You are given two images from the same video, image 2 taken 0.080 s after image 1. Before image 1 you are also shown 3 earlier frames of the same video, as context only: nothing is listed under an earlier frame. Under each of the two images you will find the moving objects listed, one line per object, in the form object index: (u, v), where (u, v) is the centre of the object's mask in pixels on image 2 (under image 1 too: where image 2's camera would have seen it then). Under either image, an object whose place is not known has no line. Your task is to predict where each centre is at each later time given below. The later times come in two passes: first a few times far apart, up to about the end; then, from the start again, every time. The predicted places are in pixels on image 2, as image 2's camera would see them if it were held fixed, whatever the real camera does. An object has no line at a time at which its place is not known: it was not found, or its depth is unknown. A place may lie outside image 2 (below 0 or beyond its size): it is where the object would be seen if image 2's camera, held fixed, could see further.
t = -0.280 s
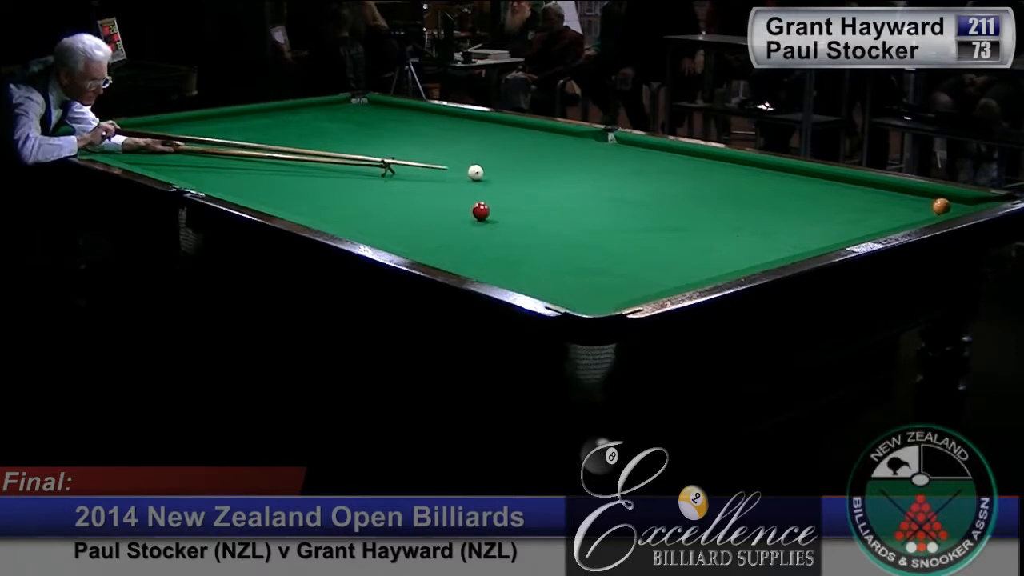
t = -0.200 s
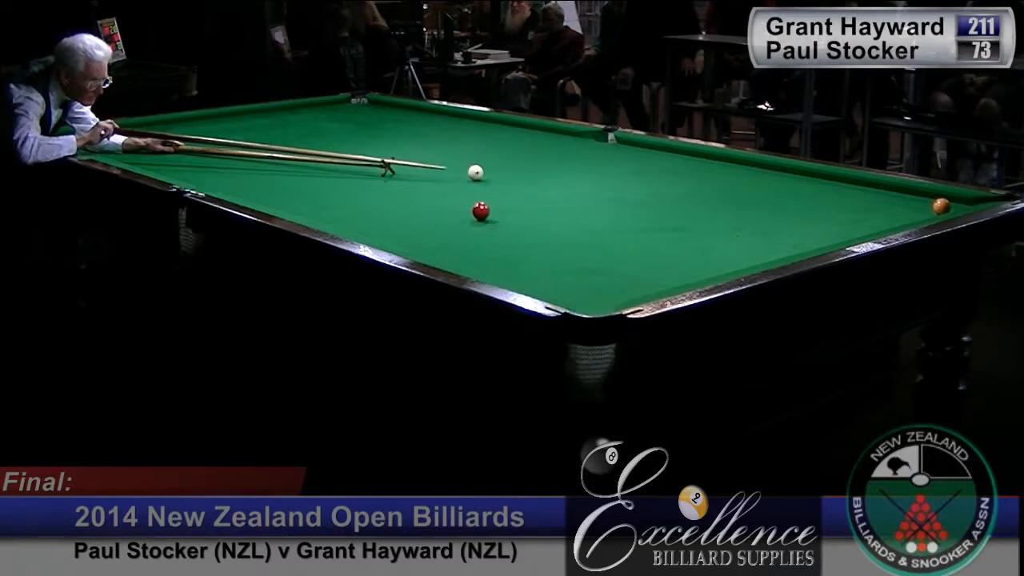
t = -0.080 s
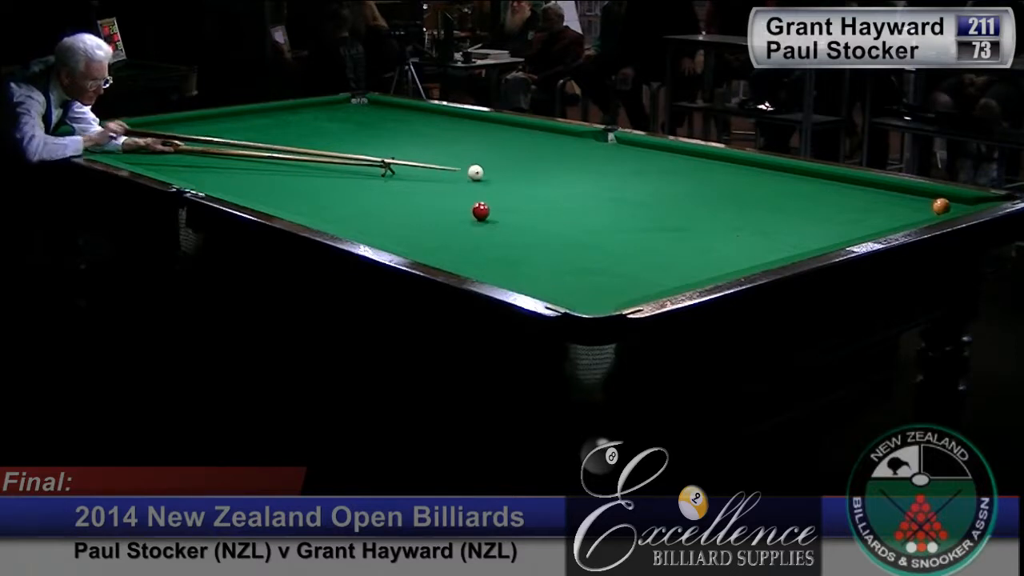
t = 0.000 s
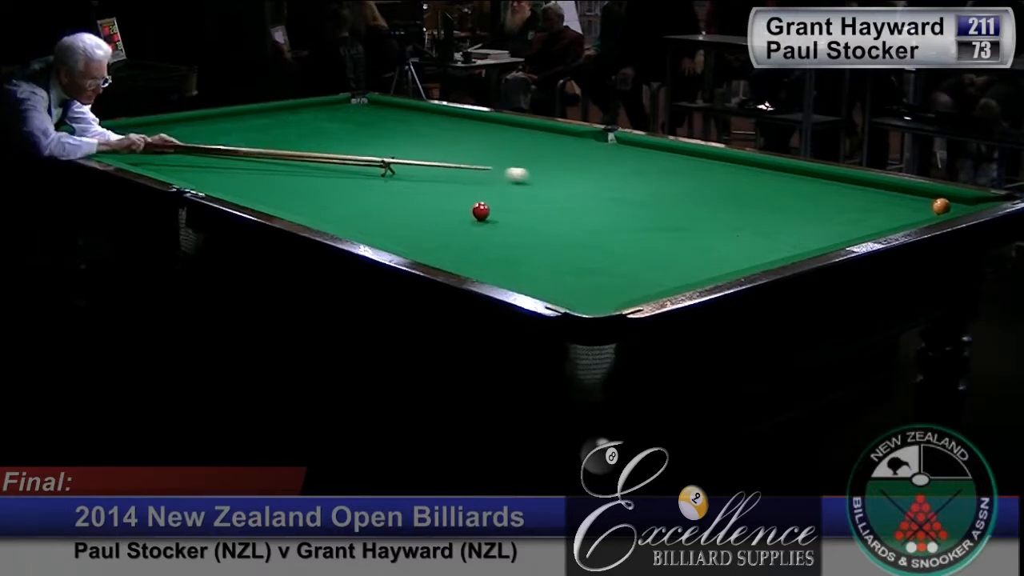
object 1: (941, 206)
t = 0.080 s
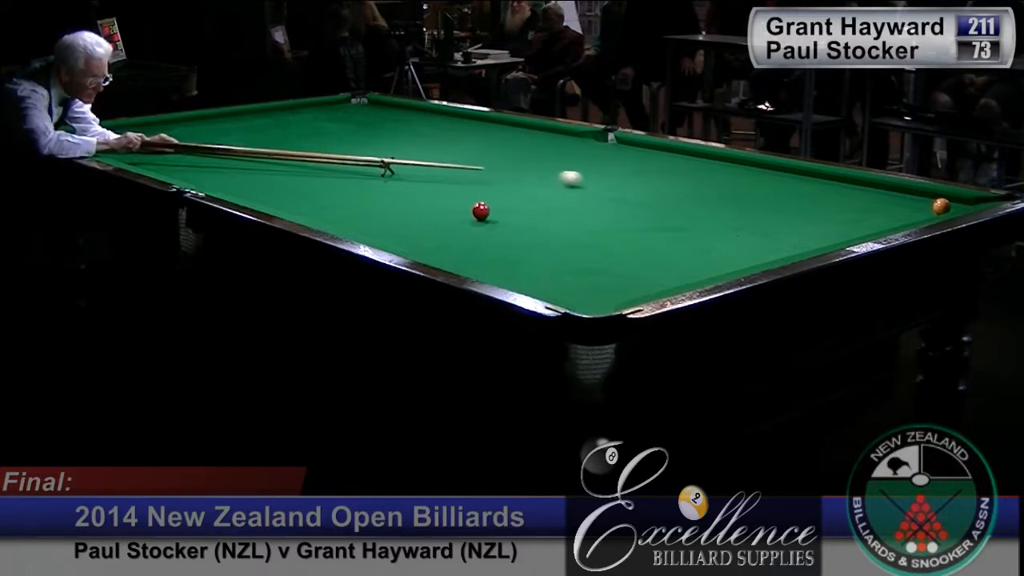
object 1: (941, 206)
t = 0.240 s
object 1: (941, 206)
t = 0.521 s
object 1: (941, 206)
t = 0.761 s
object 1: (941, 208)
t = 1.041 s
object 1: (904, 207)
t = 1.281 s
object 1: (874, 205)
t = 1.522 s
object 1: (847, 202)
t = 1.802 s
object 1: (819, 200)
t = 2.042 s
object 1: (797, 198)
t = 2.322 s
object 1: (773, 196)
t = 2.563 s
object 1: (756, 195)
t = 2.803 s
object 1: (741, 194)
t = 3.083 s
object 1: (726, 193)
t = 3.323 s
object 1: (715, 192)
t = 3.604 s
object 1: (704, 191)
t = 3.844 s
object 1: (698, 190)
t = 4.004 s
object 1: (694, 190)
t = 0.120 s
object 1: (941, 206)
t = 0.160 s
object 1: (941, 206)
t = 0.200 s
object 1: (941, 206)
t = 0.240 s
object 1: (941, 206)
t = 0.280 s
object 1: (941, 206)
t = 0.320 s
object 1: (941, 206)
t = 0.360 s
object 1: (941, 206)
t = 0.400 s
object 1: (941, 206)
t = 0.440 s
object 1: (941, 206)
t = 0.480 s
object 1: (941, 206)
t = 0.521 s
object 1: (941, 206)
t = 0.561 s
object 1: (941, 206)
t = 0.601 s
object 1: (941, 206)
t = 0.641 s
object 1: (943, 207)
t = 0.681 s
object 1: (948, 207)
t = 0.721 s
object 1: (951, 208)
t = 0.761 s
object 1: (941, 208)
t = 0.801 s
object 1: (936, 208)
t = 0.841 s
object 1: (931, 209)
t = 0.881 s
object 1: (925, 209)
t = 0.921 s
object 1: (920, 208)
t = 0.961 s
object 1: (914, 208)
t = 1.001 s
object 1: (909, 208)
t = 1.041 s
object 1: (904, 207)
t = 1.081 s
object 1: (899, 207)
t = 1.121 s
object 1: (894, 206)
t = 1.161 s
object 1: (889, 206)
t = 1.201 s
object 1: (884, 205)
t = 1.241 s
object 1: (879, 205)
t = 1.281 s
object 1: (874, 205)
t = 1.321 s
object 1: (870, 204)
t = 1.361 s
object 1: (865, 204)
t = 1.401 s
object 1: (860, 203)
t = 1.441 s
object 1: (856, 203)
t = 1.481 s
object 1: (852, 203)
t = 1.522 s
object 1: (847, 202)
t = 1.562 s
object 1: (843, 202)
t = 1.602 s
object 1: (839, 202)
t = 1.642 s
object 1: (835, 201)
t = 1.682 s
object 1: (831, 201)
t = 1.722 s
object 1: (827, 201)
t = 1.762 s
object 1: (823, 200)
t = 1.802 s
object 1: (819, 200)
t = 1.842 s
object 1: (815, 200)
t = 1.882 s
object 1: (811, 199)
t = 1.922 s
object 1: (807, 199)
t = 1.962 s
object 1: (804, 199)
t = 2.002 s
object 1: (800, 198)
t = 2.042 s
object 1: (797, 198)
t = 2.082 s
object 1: (793, 198)
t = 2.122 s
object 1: (790, 198)
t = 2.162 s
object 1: (786, 197)
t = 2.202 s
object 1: (783, 197)
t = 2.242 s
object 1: (780, 197)
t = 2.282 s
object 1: (776, 197)
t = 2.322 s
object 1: (773, 196)
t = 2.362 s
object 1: (770, 196)
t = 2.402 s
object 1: (767, 196)
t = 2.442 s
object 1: (764, 196)
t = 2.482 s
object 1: (761, 195)
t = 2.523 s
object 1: (759, 195)
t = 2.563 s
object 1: (756, 195)
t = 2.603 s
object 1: (753, 195)
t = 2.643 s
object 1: (751, 194)
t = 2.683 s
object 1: (748, 194)
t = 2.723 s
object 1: (745, 194)
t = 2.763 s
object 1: (743, 194)
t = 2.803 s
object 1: (741, 194)
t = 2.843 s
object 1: (739, 194)
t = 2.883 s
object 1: (736, 193)
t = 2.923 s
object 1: (734, 193)
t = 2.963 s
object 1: (732, 193)
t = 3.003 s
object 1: (730, 193)
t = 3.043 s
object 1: (728, 192)
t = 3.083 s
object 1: (726, 193)
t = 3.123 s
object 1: (724, 192)
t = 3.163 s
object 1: (722, 192)
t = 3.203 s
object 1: (720, 192)
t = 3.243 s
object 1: (718, 192)
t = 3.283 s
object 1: (716, 192)
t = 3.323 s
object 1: (715, 192)
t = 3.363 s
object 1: (713, 191)
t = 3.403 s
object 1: (712, 191)
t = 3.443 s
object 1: (710, 191)
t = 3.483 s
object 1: (709, 191)
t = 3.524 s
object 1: (707, 191)
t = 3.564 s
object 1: (706, 191)
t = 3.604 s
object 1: (704, 191)
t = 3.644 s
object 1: (703, 191)
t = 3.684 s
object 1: (702, 191)
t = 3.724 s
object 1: (701, 191)
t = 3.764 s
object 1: (700, 191)
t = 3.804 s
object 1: (699, 190)
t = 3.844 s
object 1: (698, 190)
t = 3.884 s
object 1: (697, 190)
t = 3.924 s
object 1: (696, 190)
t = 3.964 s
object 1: (695, 190)
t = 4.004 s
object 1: (694, 190)
